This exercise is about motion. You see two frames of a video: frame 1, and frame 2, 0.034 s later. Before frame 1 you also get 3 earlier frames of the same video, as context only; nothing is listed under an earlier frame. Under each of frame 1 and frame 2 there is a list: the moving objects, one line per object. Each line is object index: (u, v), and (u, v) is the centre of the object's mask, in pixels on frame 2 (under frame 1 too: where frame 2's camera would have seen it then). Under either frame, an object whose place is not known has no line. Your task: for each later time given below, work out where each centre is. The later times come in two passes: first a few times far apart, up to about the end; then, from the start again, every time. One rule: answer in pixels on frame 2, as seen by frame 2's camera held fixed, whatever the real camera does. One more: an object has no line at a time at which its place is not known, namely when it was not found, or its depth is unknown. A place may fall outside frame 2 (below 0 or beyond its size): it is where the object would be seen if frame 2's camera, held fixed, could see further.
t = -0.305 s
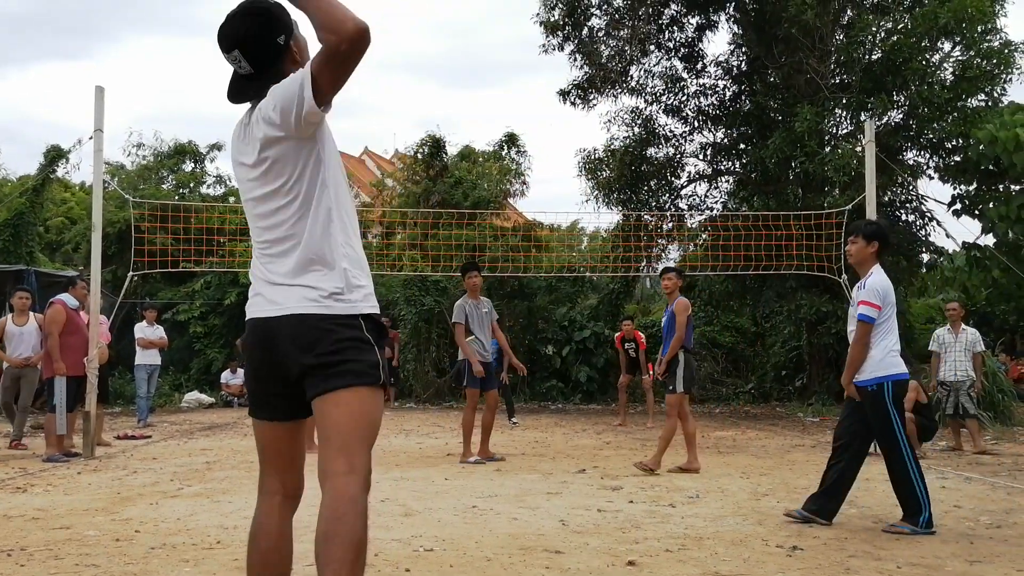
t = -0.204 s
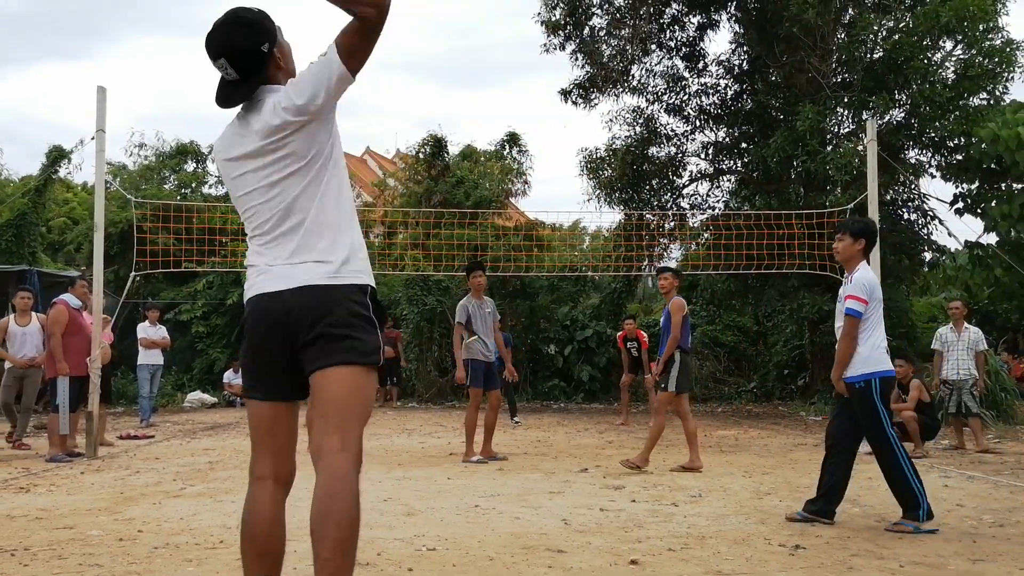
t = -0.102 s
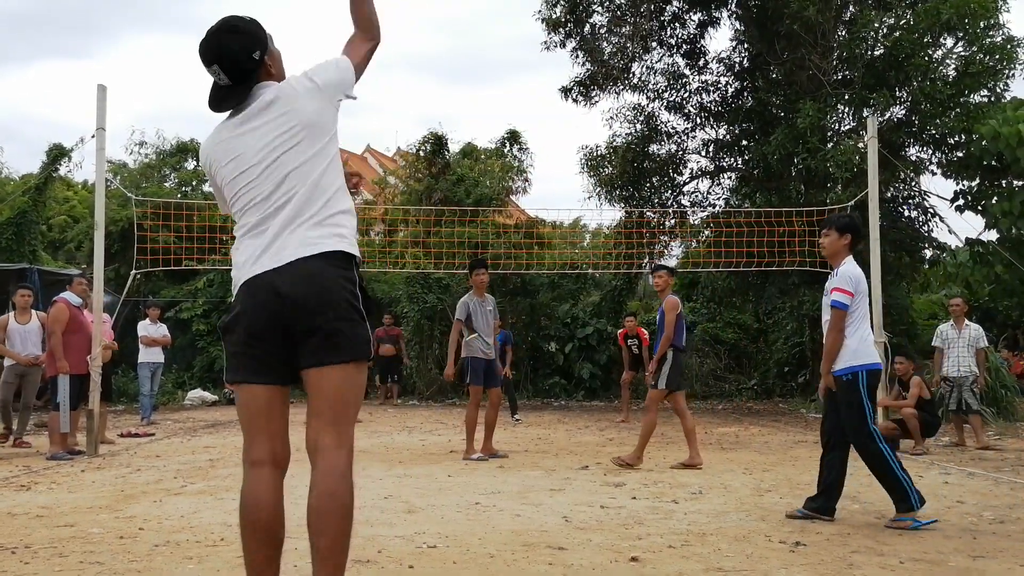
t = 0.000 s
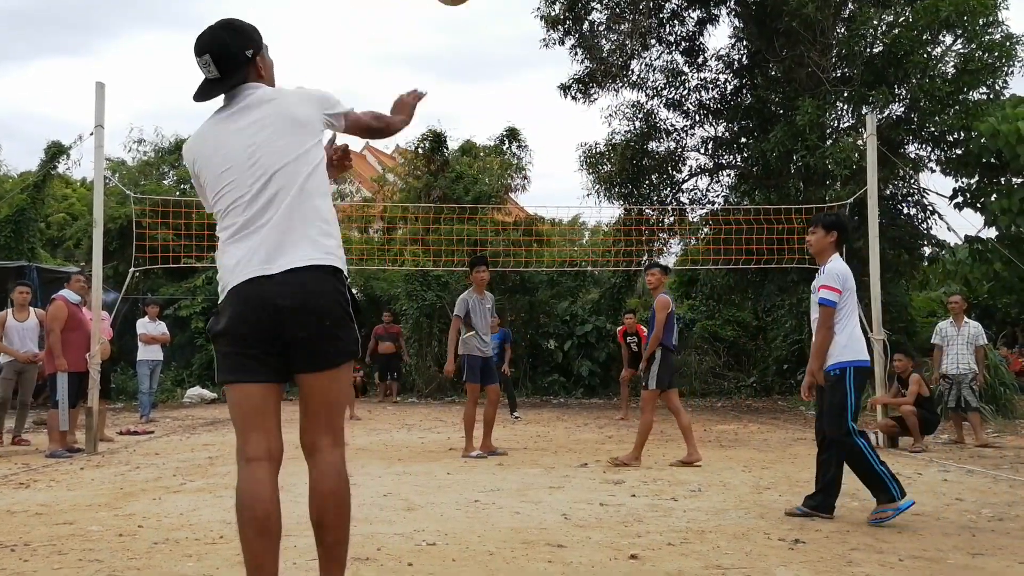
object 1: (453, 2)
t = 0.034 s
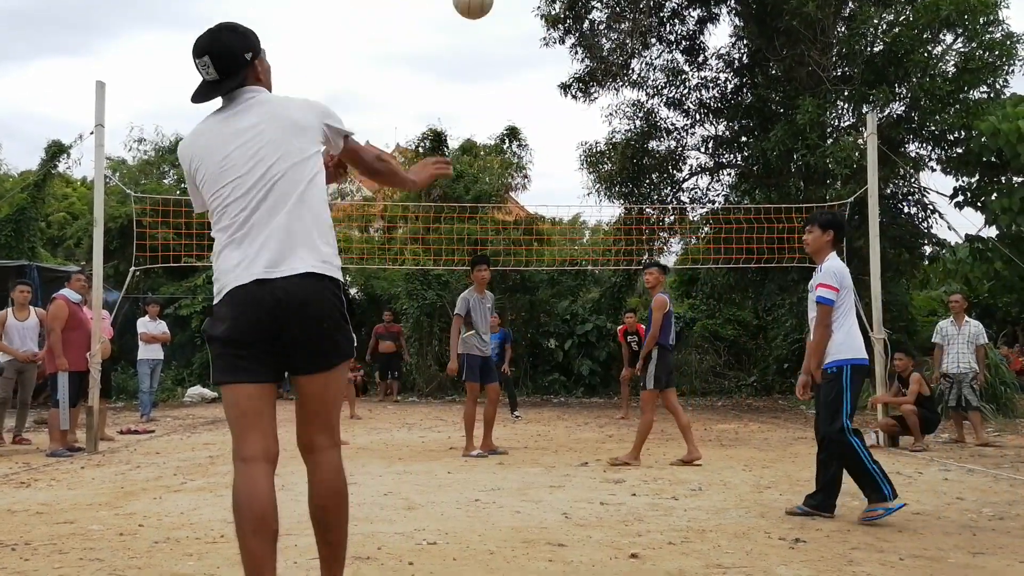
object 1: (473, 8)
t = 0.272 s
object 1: (546, 100)
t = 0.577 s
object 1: (583, 228)
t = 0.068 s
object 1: (489, 15)
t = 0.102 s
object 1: (503, 28)
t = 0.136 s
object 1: (514, 43)
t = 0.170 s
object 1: (524, 57)
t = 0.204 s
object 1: (532, 72)
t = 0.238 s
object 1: (539, 86)
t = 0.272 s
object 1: (546, 100)
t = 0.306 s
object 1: (552, 115)
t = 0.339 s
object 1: (557, 129)
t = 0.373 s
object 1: (562, 144)
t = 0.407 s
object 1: (567, 158)
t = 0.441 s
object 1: (570, 173)
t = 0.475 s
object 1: (574, 187)
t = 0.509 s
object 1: (577, 201)
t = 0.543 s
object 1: (580, 214)
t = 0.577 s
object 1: (583, 228)
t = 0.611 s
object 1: (585, 240)
